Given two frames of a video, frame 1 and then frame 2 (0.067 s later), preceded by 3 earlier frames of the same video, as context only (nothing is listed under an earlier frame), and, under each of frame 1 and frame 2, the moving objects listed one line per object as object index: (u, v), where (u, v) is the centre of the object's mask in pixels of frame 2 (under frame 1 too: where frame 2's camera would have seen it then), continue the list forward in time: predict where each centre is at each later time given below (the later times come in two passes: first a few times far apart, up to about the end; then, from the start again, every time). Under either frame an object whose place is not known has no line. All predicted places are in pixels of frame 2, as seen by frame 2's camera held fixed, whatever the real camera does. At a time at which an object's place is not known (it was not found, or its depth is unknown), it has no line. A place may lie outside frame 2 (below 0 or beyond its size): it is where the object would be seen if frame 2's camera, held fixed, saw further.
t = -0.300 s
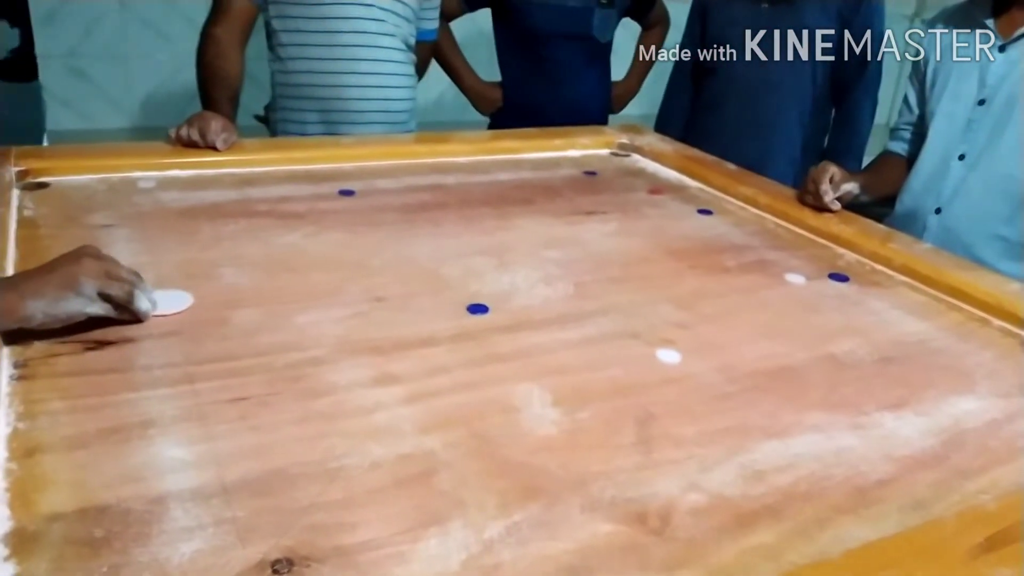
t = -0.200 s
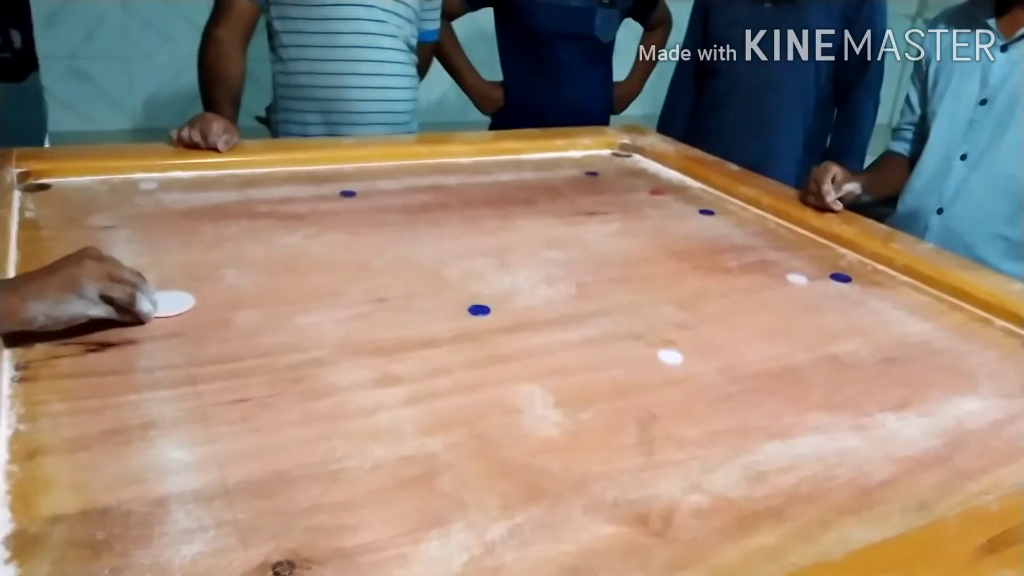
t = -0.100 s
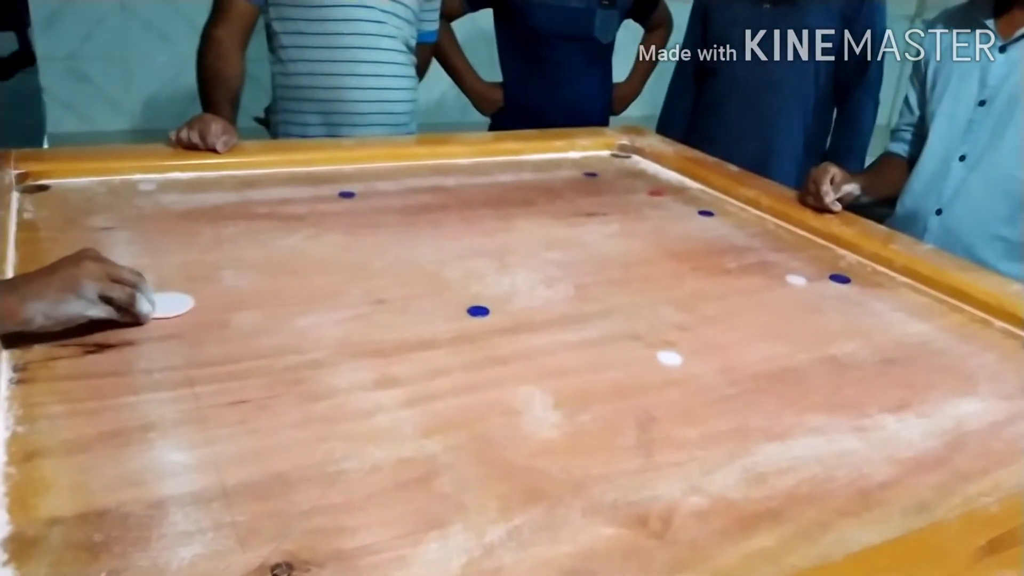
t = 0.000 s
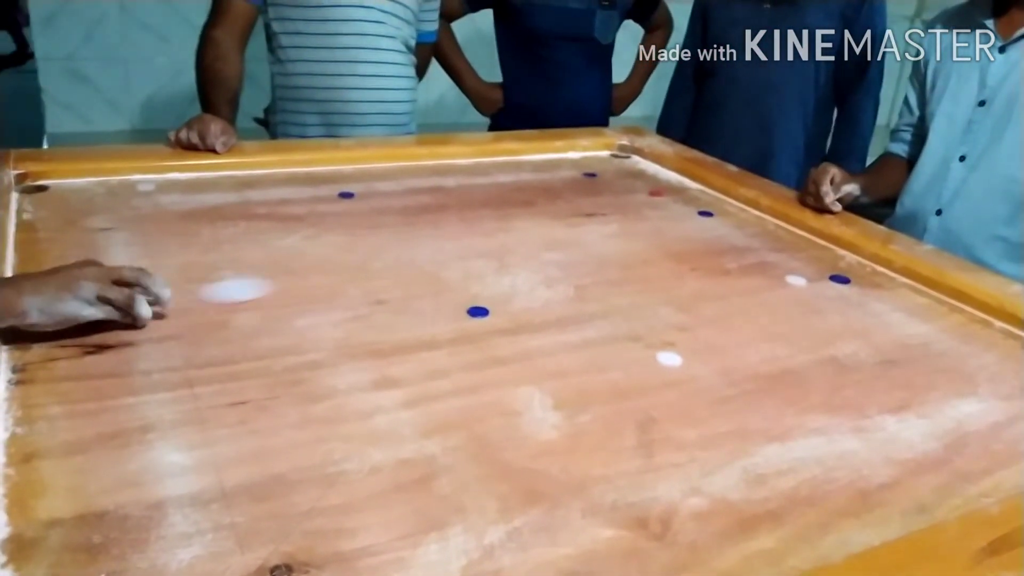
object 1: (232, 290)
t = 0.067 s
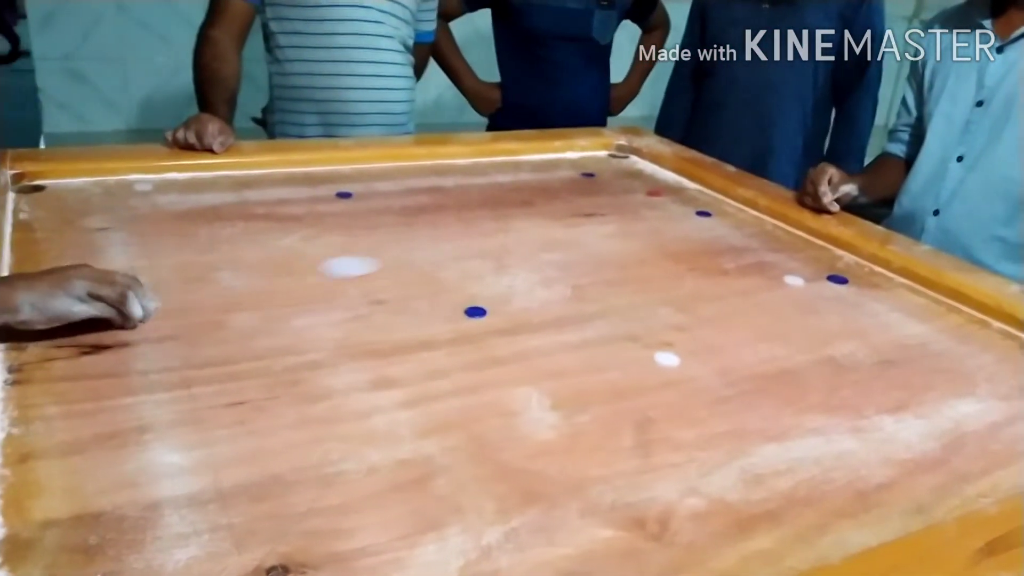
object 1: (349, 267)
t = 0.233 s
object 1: (554, 225)
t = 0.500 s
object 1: (649, 195)
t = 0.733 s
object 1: (531, 194)
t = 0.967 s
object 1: (427, 194)
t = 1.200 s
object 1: (341, 195)
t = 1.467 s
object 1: (274, 197)
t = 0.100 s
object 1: (398, 256)
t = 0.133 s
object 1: (441, 247)
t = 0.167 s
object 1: (482, 239)
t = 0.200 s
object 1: (520, 232)
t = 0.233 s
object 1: (554, 225)
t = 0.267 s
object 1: (586, 218)
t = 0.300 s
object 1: (616, 212)
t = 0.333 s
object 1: (646, 207)
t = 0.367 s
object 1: (672, 201)
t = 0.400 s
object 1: (697, 196)
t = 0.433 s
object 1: (688, 195)
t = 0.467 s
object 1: (668, 195)
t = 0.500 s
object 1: (649, 195)
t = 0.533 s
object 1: (632, 194)
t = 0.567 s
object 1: (614, 194)
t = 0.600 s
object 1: (597, 194)
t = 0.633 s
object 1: (580, 194)
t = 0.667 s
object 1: (555, 194)
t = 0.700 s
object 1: (547, 194)
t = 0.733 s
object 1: (531, 194)
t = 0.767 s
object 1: (515, 194)
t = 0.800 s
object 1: (500, 194)
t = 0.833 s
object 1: (485, 194)
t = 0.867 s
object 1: (470, 194)
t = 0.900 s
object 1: (455, 194)
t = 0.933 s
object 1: (441, 194)
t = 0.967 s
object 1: (427, 194)
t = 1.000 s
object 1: (413, 194)
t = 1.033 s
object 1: (399, 194)
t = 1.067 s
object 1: (386, 194)
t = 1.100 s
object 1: (373, 194)
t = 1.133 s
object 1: (362, 195)
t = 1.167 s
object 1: (351, 195)
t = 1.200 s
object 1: (341, 195)
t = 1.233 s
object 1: (331, 196)
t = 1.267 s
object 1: (322, 196)
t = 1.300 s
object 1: (313, 196)
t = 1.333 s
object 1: (304, 196)
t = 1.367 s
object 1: (296, 197)
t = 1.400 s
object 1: (289, 196)
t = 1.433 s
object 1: (282, 196)
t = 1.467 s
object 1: (274, 197)
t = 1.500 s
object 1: (267, 197)
